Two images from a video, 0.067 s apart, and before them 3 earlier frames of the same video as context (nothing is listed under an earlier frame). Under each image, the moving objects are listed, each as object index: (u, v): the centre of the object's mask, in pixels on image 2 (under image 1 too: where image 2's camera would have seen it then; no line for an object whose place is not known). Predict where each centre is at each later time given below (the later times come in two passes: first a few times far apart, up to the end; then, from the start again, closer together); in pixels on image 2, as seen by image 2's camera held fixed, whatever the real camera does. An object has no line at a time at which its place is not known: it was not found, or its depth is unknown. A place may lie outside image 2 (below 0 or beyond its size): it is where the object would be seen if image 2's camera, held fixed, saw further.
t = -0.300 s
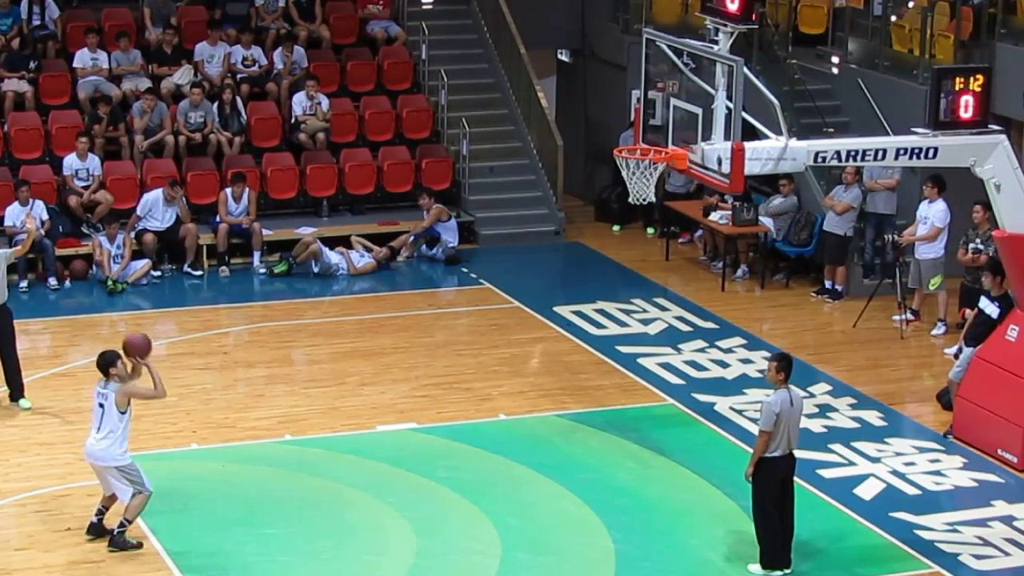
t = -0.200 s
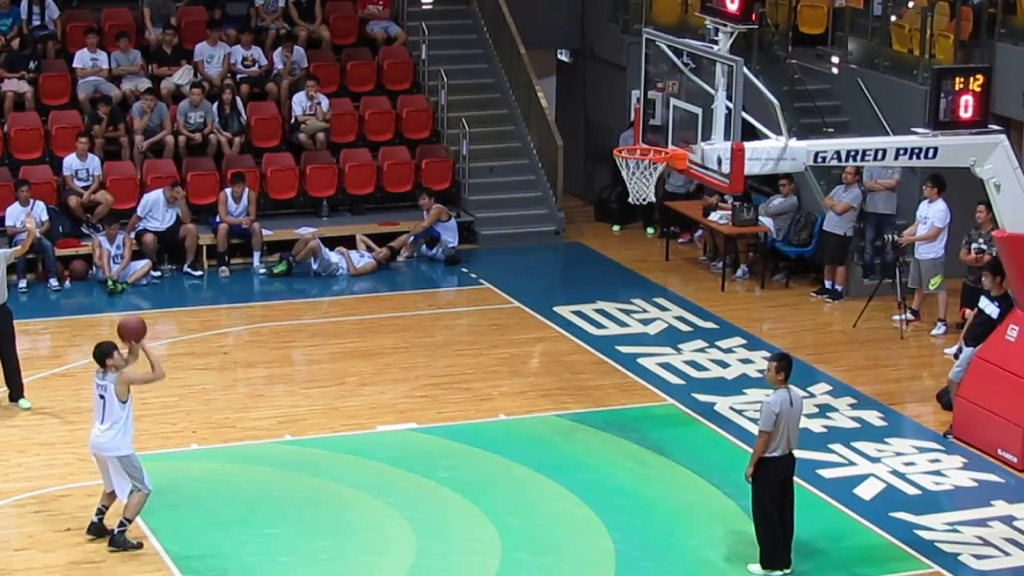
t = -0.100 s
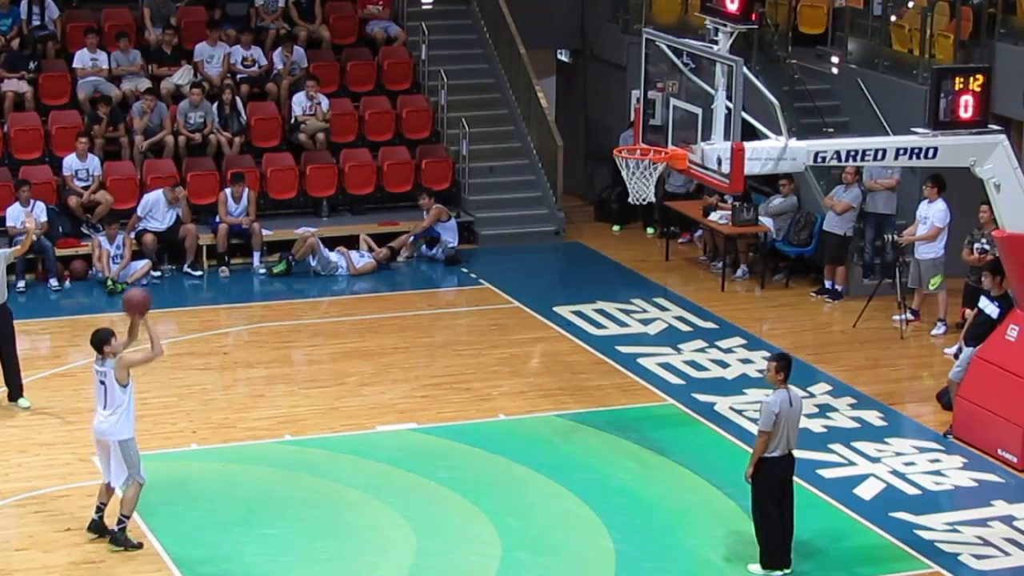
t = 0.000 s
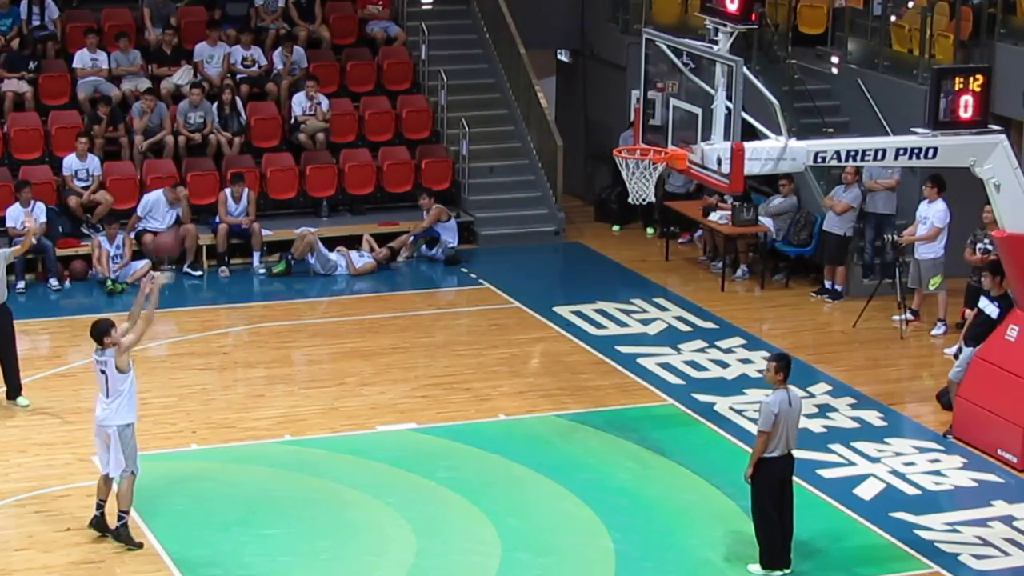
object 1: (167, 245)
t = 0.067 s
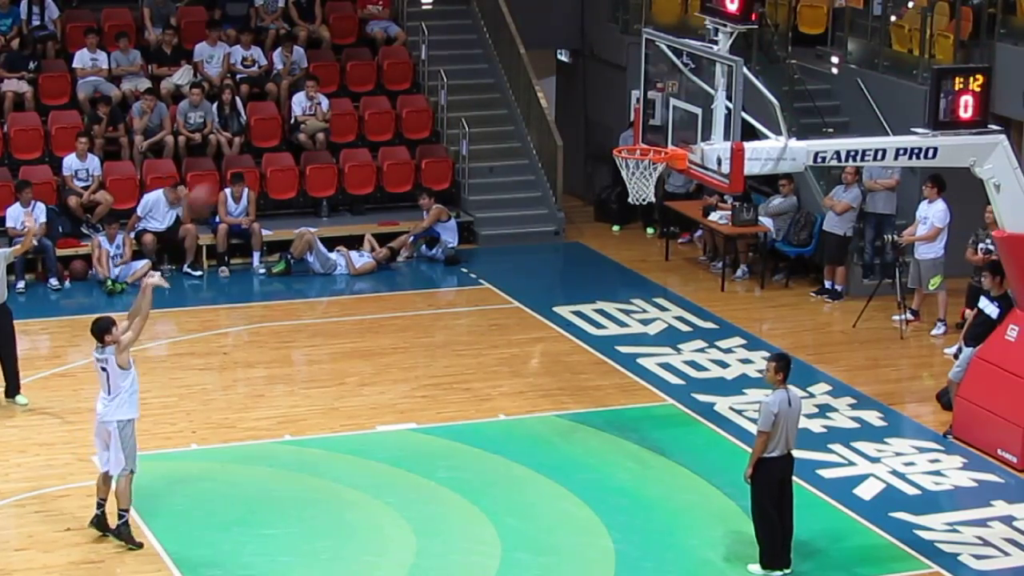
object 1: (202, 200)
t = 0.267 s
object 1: (296, 103)
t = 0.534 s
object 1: (425, 45)
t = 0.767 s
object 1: (535, 64)
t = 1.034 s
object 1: (646, 156)
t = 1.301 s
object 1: (664, 199)
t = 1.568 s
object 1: (659, 290)
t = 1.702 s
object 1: (656, 366)
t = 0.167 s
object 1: (249, 145)
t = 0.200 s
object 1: (264, 128)
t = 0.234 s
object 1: (282, 114)
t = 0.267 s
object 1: (296, 103)
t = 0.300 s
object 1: (315, 89)
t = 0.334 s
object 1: (331, 80)
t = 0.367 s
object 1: (346, 71)
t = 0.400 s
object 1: (363, 63)
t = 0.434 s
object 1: (378, 57)
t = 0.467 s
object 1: (394, 52)
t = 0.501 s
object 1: (408, 48)
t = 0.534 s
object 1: (425, 45)
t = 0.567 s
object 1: (442, 43)
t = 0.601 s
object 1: (457, 43)
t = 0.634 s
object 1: (472, 45)
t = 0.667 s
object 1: (488, 48)
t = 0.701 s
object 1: (502, 52)
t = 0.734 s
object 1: (518, 57)
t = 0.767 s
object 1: (535, 64)
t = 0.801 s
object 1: (548, 72)
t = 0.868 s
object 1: (577, 92)
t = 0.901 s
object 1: (591, 104)
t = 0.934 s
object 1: (605, 117)
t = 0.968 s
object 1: (618, 128)
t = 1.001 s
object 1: (633, 143)
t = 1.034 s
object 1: (646, 156)
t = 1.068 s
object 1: (661, 172)
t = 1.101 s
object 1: (667, 170)
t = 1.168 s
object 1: (665, 181)
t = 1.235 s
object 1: (665, 187)
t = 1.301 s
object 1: (664, 199)
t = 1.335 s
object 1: (664, 206)
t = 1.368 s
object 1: (663, 215)
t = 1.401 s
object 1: (663, 223)
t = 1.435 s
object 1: (663, 233)
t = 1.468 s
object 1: (662, 246)
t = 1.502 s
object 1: (660, 260)
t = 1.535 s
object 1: (660, 274)
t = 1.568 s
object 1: (659, 290)
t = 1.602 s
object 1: (658, 308)
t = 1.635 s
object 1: (658, 327)
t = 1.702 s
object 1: (656, 366)
